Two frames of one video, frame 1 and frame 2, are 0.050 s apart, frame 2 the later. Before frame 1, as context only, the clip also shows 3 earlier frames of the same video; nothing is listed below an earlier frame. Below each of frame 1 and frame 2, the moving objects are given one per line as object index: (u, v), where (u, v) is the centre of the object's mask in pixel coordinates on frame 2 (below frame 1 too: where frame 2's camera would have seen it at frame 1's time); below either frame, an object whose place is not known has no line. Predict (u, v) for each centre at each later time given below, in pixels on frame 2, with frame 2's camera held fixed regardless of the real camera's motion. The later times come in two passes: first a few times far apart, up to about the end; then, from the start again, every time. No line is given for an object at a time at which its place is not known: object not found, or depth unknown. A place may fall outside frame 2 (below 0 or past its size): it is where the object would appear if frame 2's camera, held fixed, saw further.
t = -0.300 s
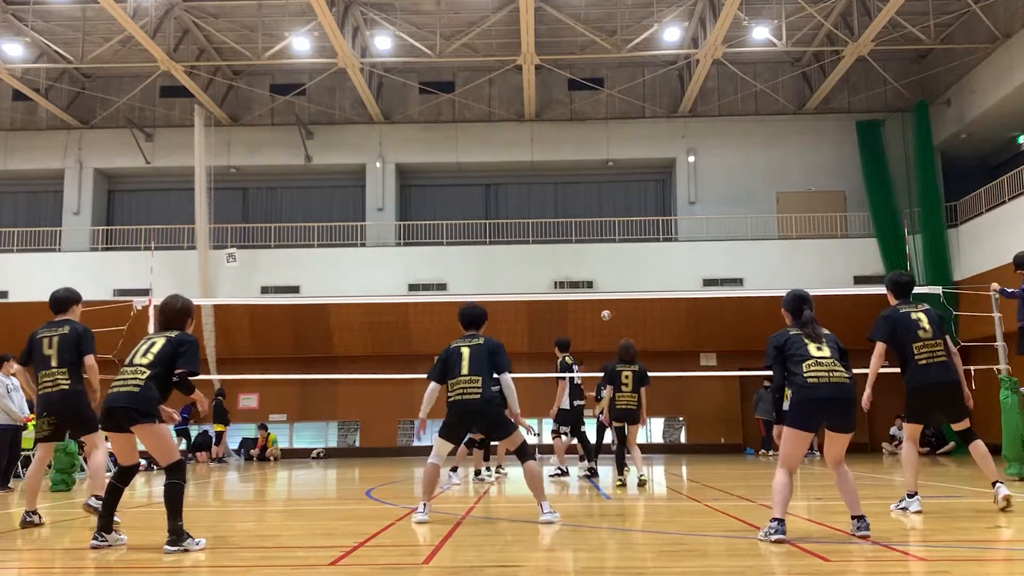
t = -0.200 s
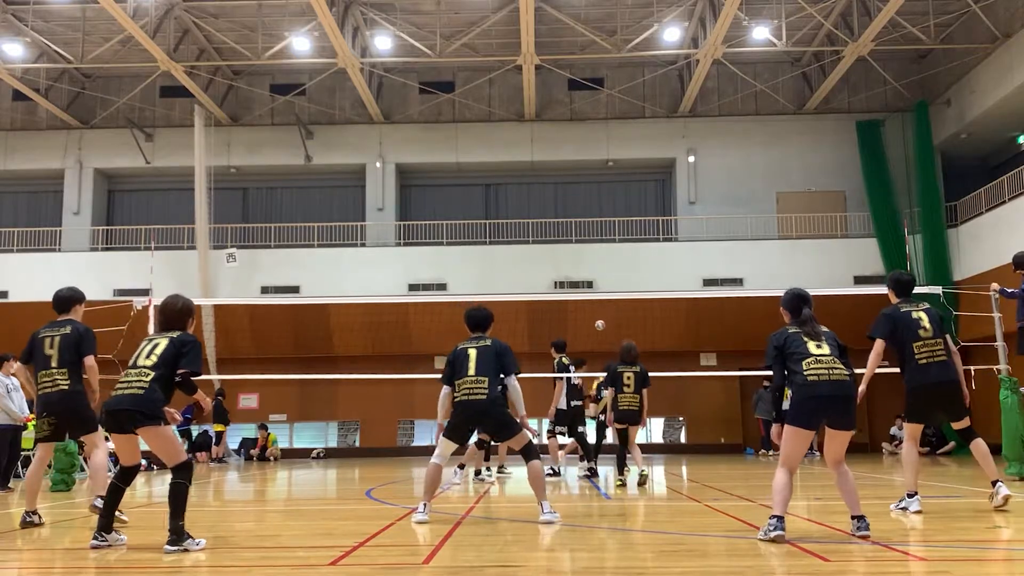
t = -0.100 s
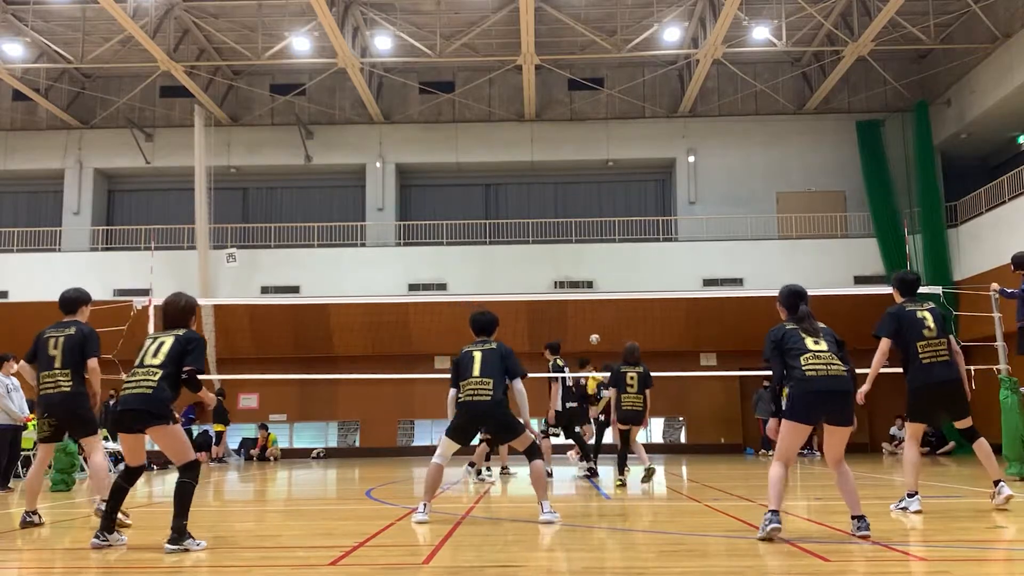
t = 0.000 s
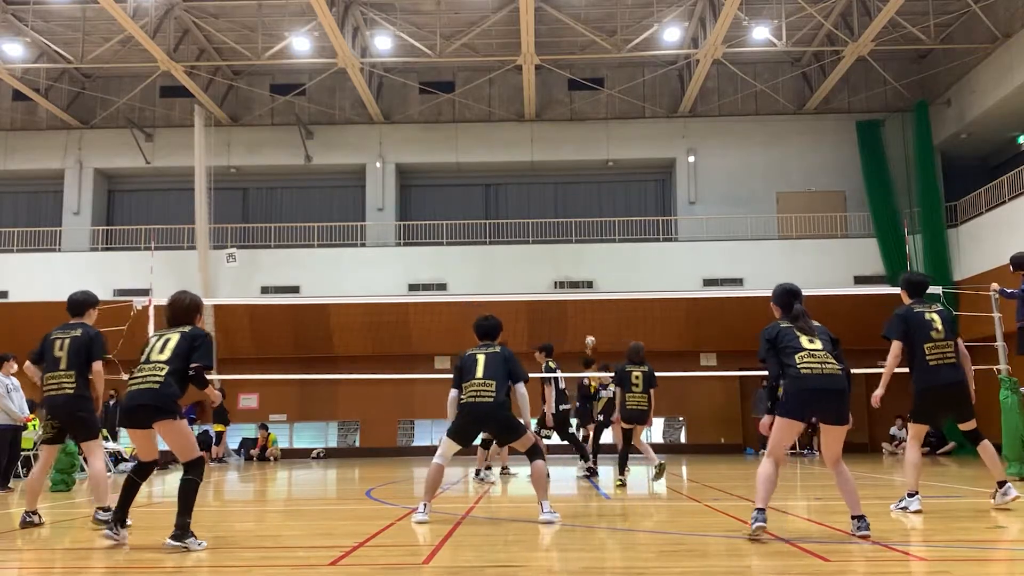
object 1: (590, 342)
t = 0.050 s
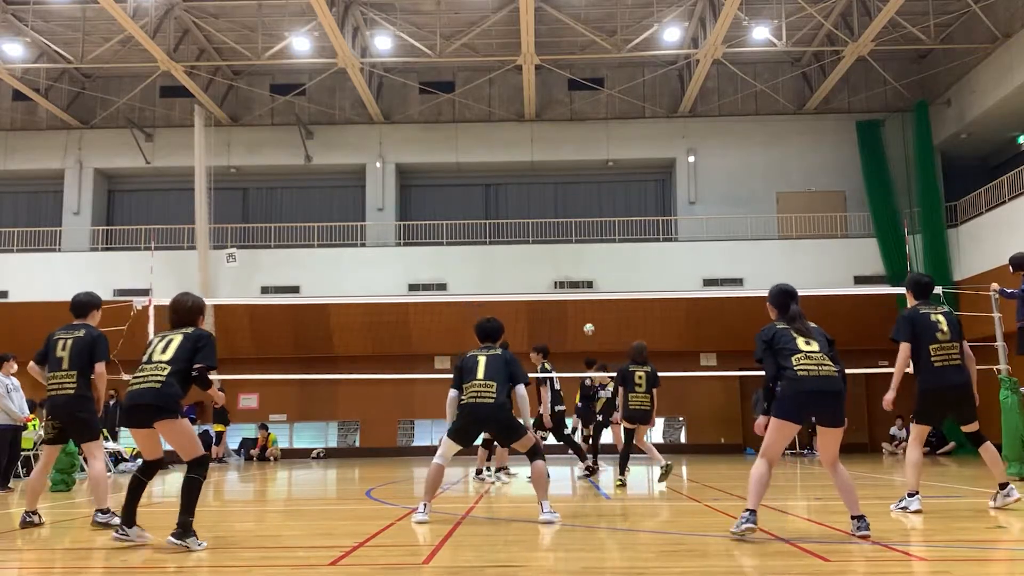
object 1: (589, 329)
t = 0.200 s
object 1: (584, 297)
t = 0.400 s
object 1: (581, 268)
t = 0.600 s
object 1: (585, 259)
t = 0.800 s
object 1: (602, 291)
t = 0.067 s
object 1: (589, 326)
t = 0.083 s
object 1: (588, 322)
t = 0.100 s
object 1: (587, 318)
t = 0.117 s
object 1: (587, 314)
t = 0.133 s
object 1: (586, 311)
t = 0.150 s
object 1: (586, 307)
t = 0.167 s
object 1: (585, 304)
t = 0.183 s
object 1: (584, 302)
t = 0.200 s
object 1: (584, 297)
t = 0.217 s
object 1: (584, 292)
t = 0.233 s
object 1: (583, 289)
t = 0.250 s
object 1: (583, 288)
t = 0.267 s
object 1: (583, 286)
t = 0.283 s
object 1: (583, 283)
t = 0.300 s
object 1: (582, 281)
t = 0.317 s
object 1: (583, 279)
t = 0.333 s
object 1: (582, 276)
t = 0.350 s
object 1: (582, 274)
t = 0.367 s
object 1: (582, 271)
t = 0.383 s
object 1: (581, 270)
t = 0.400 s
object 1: (581, 268)
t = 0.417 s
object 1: (581, 266)
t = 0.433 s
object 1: (581, 265)
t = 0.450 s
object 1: (581, 264)
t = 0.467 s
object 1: (581, 262)
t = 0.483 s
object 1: (582, 262)
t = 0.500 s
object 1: (582, 261)
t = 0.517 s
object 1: (583, 260)
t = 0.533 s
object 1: (584, 260)
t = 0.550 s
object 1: (585, 259)
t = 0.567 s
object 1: (585, 259)
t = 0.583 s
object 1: (585, 259)
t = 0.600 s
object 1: (585, 259)
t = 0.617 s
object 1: (586, 260)
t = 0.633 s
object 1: (587, 261)
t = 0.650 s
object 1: (588, 262)
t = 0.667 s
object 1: (589, 264)
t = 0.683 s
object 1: (591, 265)
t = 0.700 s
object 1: (592, 268)
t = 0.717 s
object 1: (593, 271)
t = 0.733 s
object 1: (594, 274)
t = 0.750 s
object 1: (596, 278)
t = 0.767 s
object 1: (599, 282)
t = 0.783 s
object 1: (600, 286)
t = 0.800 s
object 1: (602, 291)
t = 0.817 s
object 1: (604, 297)
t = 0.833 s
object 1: (606, 303)
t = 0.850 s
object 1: (609, 310)
